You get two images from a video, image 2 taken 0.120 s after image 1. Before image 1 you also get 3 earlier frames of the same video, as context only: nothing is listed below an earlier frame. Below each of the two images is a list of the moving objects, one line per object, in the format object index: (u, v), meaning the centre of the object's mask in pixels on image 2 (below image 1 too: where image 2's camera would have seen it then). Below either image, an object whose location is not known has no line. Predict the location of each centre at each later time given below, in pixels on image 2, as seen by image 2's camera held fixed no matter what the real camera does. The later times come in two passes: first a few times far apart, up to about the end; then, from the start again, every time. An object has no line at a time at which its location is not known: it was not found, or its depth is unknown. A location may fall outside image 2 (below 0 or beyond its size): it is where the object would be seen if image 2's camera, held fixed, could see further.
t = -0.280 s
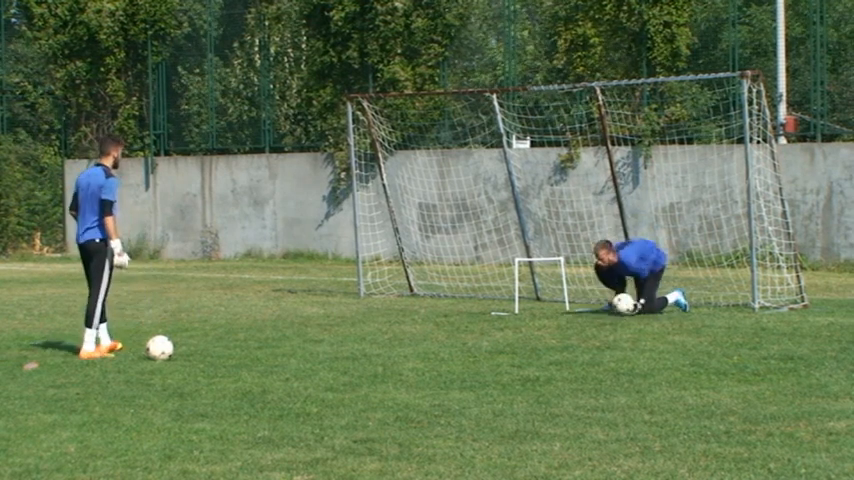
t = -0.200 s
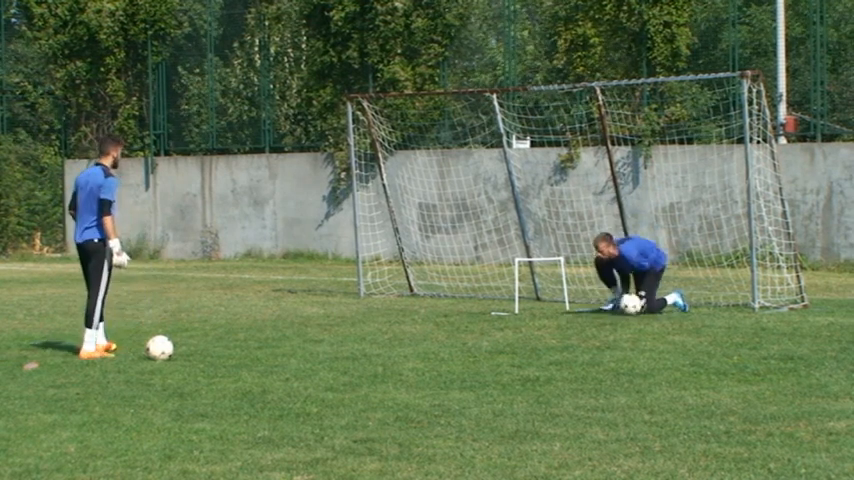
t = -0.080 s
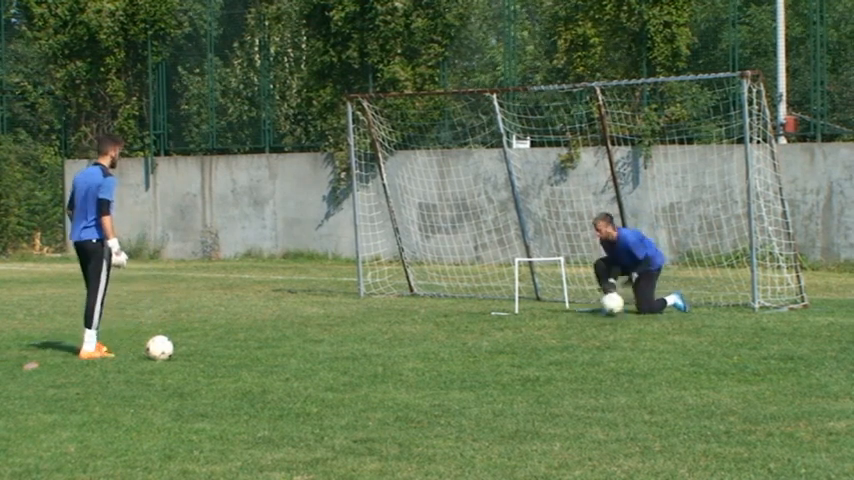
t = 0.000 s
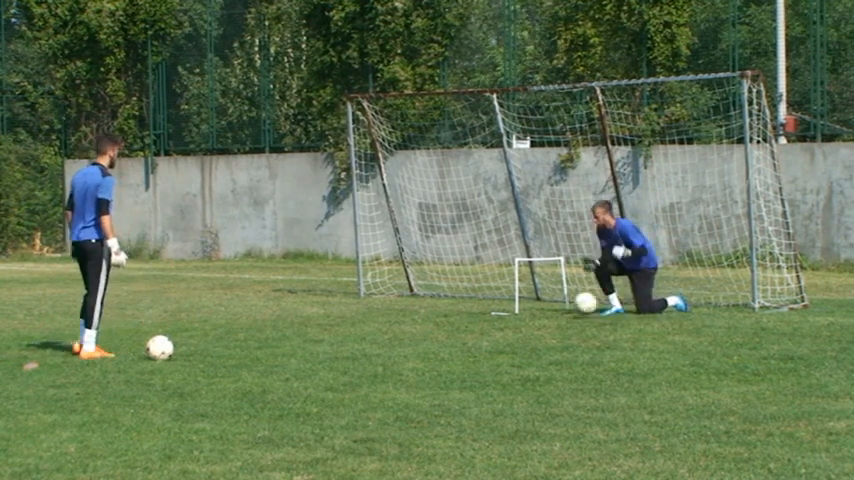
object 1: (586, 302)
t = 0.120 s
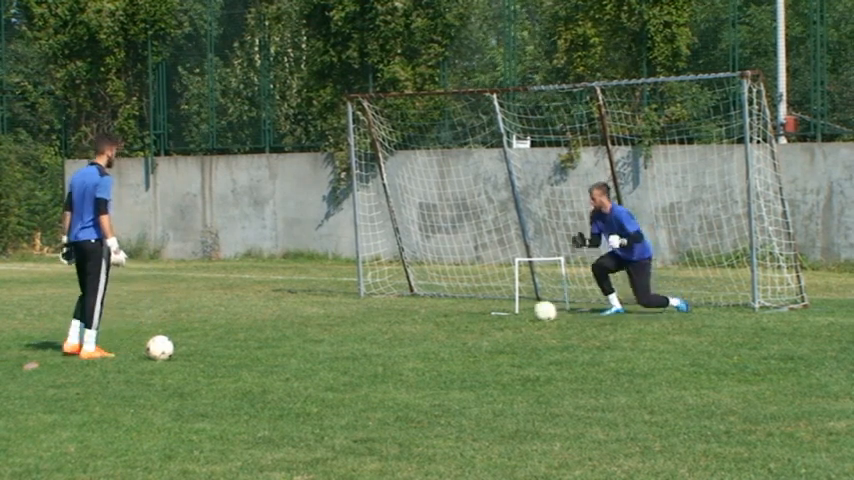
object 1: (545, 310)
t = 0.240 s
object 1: (513, 308)
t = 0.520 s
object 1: (435, 323)
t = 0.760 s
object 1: (367, 330)
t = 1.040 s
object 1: (290, 335)
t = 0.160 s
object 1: (535, 308)
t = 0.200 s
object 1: (524, 307)
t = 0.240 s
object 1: (513, 308)
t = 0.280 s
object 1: (502, 310)
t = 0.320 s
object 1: (491, 315)
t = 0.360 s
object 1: (480, 318)
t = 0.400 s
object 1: (469, 318)
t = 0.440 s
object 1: (458, 319)
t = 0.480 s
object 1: (446, 321)
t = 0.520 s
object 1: (435, 323)
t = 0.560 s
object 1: (424, 324)
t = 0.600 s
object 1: (413, 324)
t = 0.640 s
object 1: (402, 325)
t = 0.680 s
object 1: (390, 327)
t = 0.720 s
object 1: (379, 329)
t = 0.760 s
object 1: (367, 330)
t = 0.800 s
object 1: (356, 331)
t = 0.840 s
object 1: (345, 332)
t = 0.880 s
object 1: (334, 332)
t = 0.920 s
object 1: (323, 332)
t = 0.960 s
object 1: (312, 333)
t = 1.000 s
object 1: (301, 335)
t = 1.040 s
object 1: (290, 335)
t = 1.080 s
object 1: (279, 334)
